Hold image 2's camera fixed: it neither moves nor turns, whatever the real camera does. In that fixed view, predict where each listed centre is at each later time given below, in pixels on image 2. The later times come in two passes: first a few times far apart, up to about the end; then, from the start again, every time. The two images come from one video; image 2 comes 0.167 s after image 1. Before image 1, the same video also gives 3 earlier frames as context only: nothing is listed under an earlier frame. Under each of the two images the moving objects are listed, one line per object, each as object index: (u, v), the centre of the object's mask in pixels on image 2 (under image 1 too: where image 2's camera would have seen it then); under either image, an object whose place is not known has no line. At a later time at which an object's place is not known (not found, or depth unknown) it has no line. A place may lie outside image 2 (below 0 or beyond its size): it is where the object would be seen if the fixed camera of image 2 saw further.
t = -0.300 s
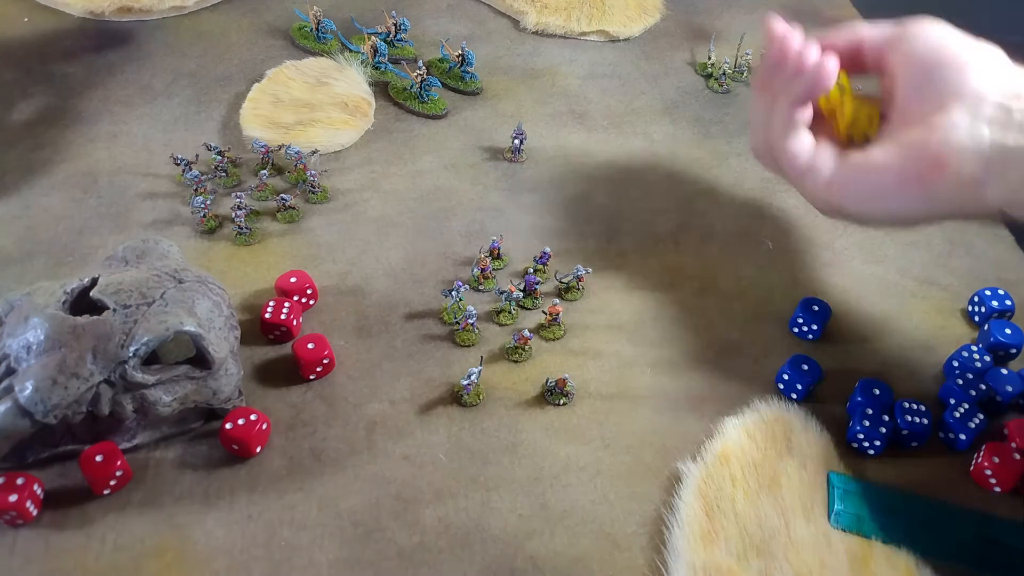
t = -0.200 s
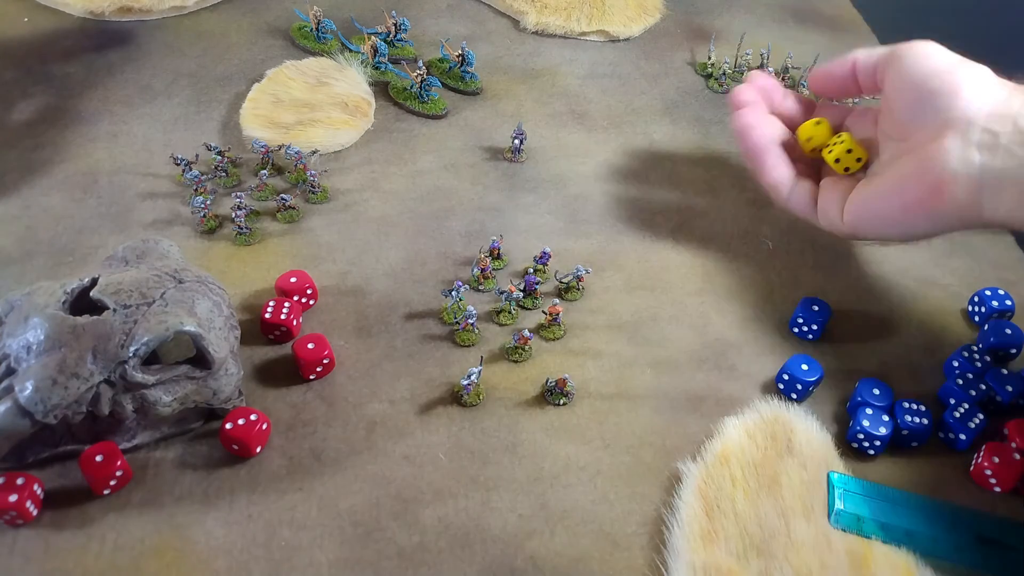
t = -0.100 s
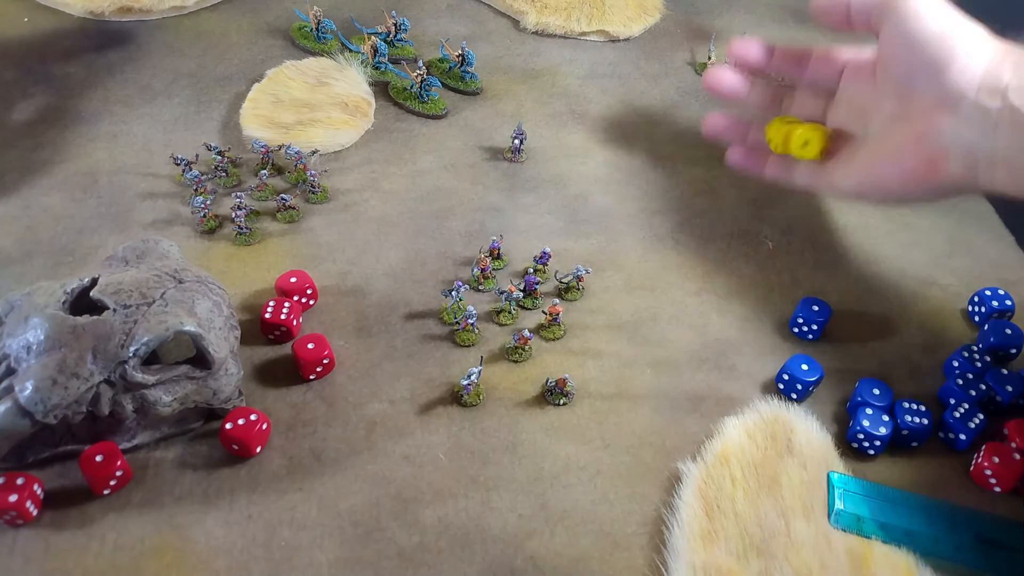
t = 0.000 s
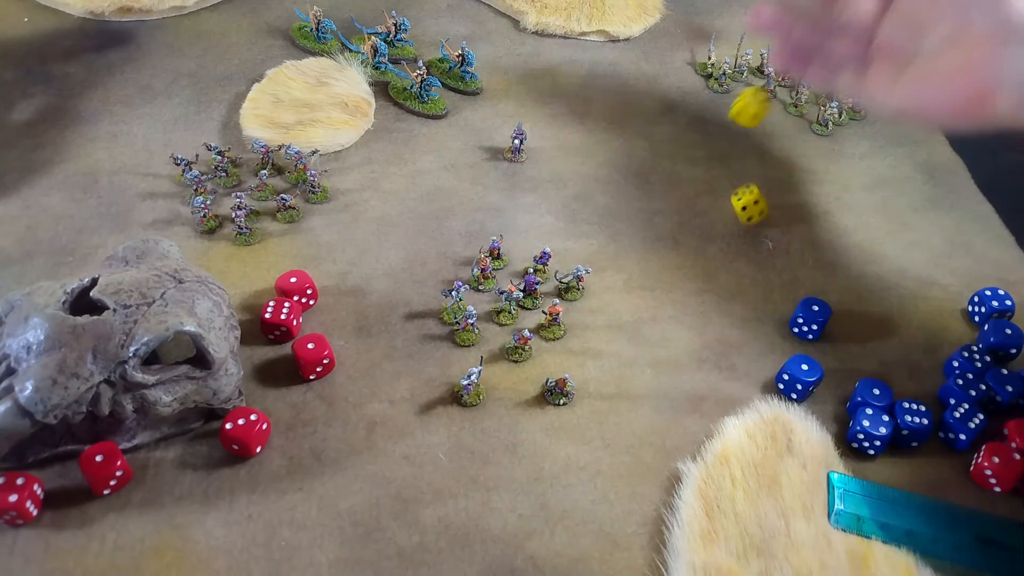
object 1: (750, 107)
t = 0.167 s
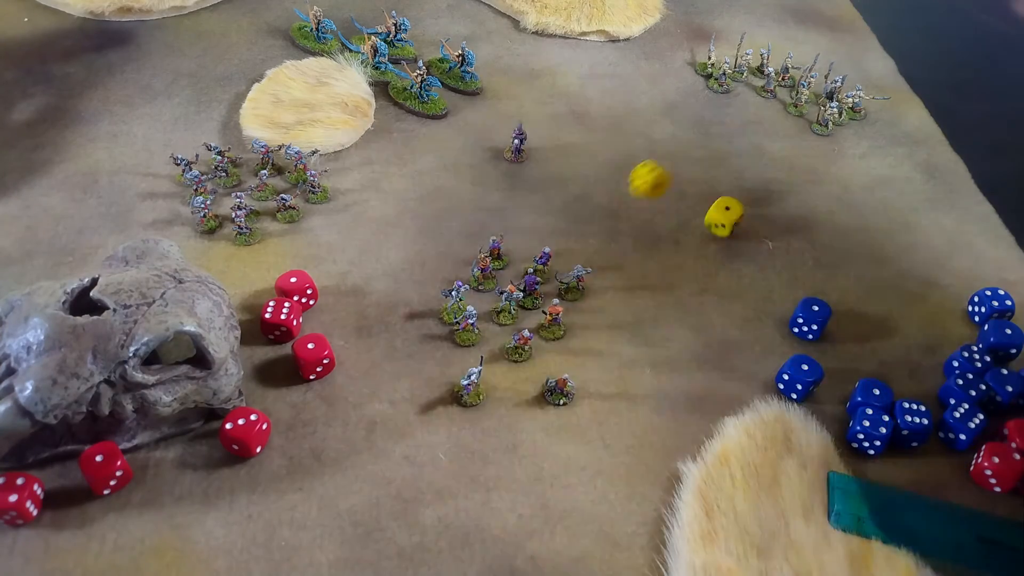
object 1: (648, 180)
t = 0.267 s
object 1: (609, 217)
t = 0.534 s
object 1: (609, 271)
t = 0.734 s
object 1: (605, 267)
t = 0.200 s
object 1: (625, 203)
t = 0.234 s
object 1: (617, 207)
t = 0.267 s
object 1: (609, 217)
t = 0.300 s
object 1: (601, 228)
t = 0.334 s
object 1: (596, 236)
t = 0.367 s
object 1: (592, 247)
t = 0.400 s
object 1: (592, 251)
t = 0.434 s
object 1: (594, 258)
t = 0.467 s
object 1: (597, 266)
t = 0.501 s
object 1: (604, 271)
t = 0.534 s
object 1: (609, 271)
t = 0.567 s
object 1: (610, 270)
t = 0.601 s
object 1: (608, 268)
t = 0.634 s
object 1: (602, 266)
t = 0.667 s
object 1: (601, 265)
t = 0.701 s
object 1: (603, 267)
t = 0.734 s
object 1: (605, 267)
